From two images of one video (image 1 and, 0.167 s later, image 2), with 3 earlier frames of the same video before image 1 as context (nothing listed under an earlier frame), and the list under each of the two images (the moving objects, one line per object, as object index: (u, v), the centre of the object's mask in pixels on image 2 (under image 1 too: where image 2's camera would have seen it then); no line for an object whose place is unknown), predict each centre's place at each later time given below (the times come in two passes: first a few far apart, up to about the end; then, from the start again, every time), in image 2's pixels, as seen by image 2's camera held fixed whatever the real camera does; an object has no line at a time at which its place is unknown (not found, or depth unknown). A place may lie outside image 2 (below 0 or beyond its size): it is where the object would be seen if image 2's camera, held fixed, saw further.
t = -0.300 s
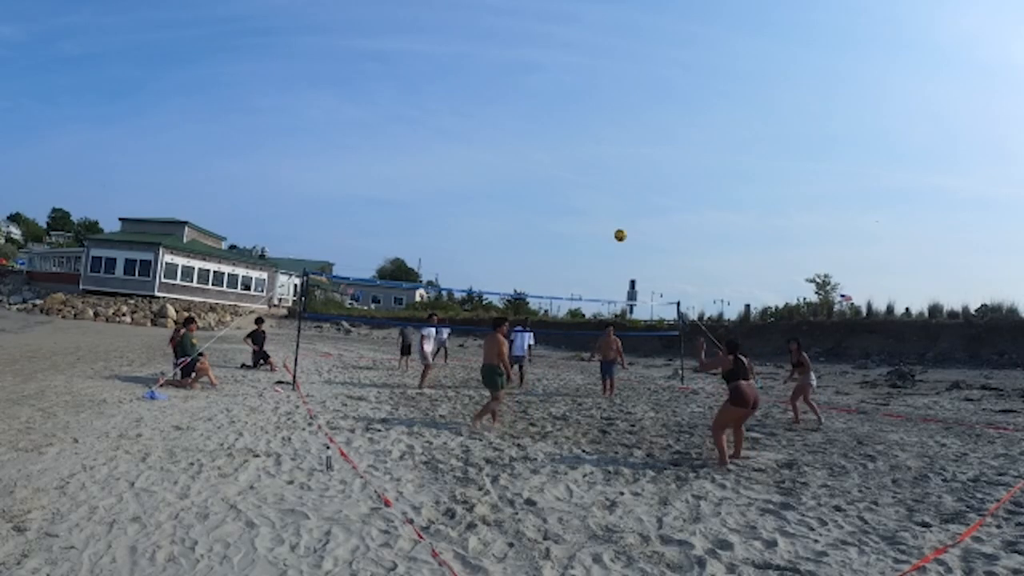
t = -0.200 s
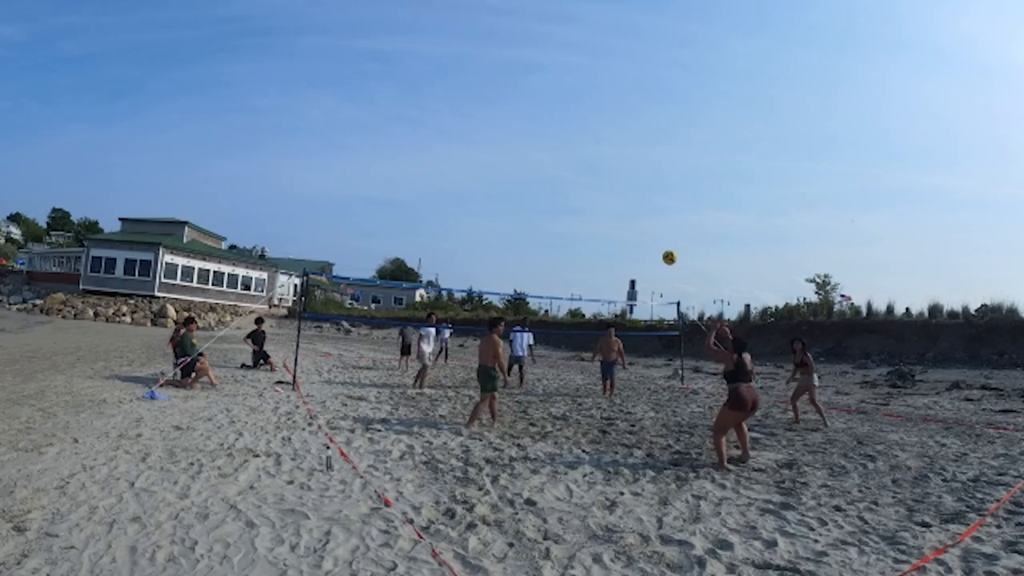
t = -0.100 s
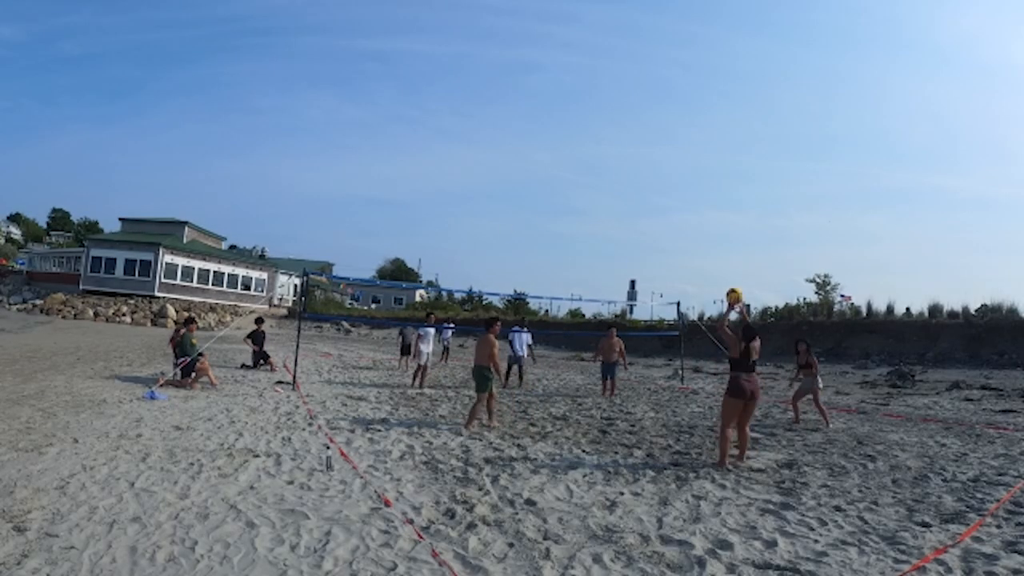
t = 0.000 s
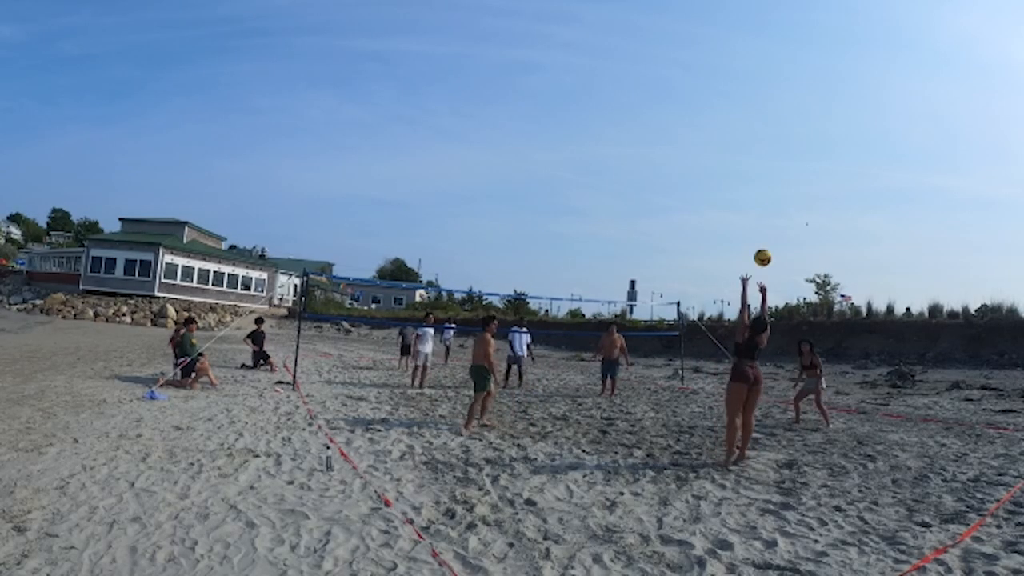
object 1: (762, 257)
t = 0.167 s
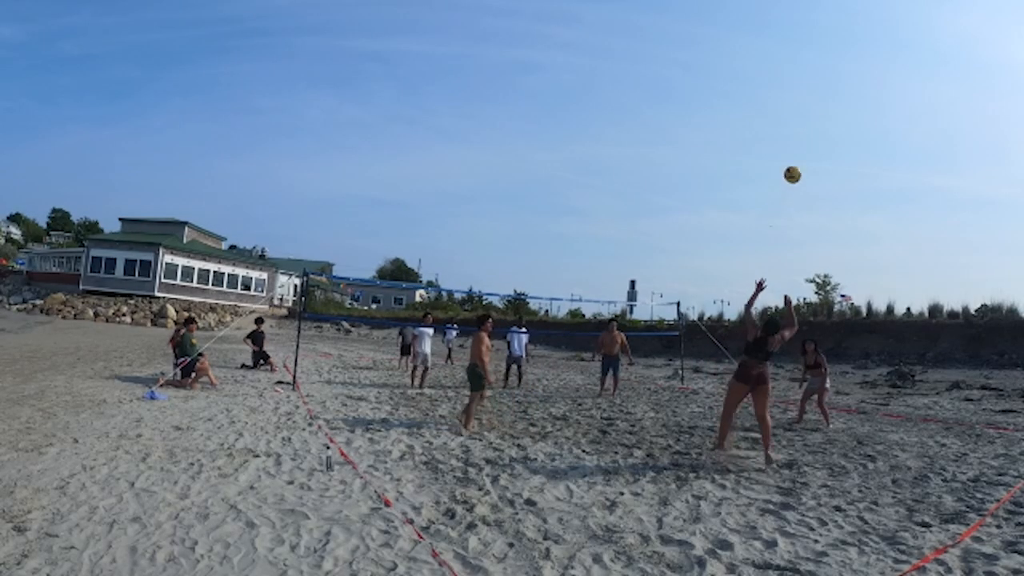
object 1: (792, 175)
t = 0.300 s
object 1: (814, 125)
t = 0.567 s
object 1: (863, 69)
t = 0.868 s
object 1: (928, 67)
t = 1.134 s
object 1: (1001, 130)
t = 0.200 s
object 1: (798, 161)
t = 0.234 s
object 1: (803, 148)
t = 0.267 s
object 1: (809, 136)
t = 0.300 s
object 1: (814, 125)
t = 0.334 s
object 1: (821, 115)
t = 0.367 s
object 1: (826, 106)
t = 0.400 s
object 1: (832, 98)
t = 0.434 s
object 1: (838, 90)
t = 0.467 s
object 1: (844, 84)
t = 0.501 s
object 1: (850, 78)
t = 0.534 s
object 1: (856, 73)
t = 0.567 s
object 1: (863, 69)
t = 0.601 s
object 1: (869, 65)
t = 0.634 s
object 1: (876, 63)
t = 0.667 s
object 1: (882, 61)
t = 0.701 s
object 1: (890, 60)
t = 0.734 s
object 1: (897, 59)
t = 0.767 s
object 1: (904, 60)
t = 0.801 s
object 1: (912, 62)
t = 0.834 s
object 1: (920, 64)
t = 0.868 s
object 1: (928, 67)
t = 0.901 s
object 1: (936, 71)
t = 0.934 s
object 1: (945, 77)
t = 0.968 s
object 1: (953, 83)
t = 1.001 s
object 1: (963, 90)
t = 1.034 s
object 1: (972, 98)
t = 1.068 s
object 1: (981, 108)
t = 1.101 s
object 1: (991, 118)
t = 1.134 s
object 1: (1001, 130)
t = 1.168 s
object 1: (1011, 143)
